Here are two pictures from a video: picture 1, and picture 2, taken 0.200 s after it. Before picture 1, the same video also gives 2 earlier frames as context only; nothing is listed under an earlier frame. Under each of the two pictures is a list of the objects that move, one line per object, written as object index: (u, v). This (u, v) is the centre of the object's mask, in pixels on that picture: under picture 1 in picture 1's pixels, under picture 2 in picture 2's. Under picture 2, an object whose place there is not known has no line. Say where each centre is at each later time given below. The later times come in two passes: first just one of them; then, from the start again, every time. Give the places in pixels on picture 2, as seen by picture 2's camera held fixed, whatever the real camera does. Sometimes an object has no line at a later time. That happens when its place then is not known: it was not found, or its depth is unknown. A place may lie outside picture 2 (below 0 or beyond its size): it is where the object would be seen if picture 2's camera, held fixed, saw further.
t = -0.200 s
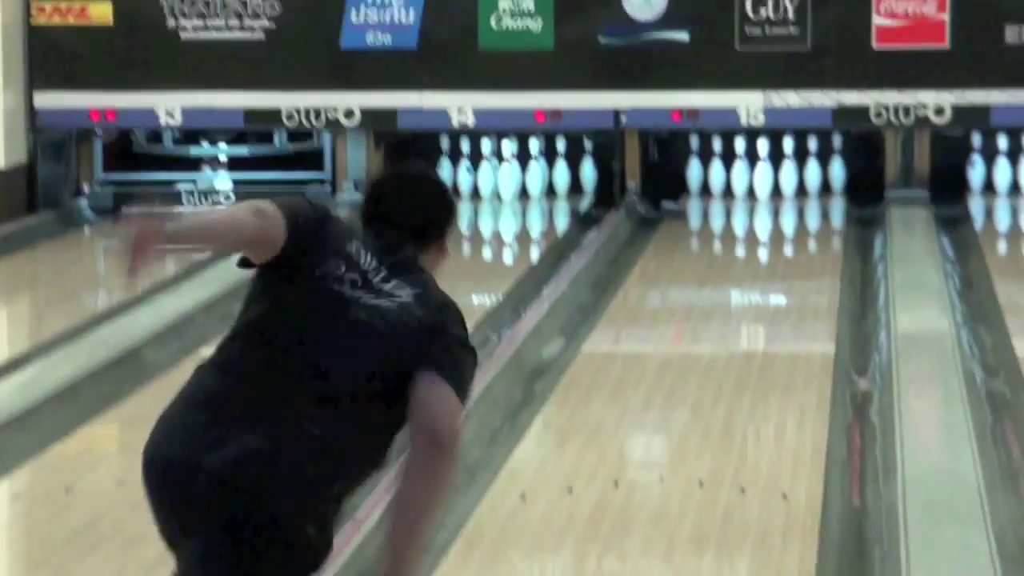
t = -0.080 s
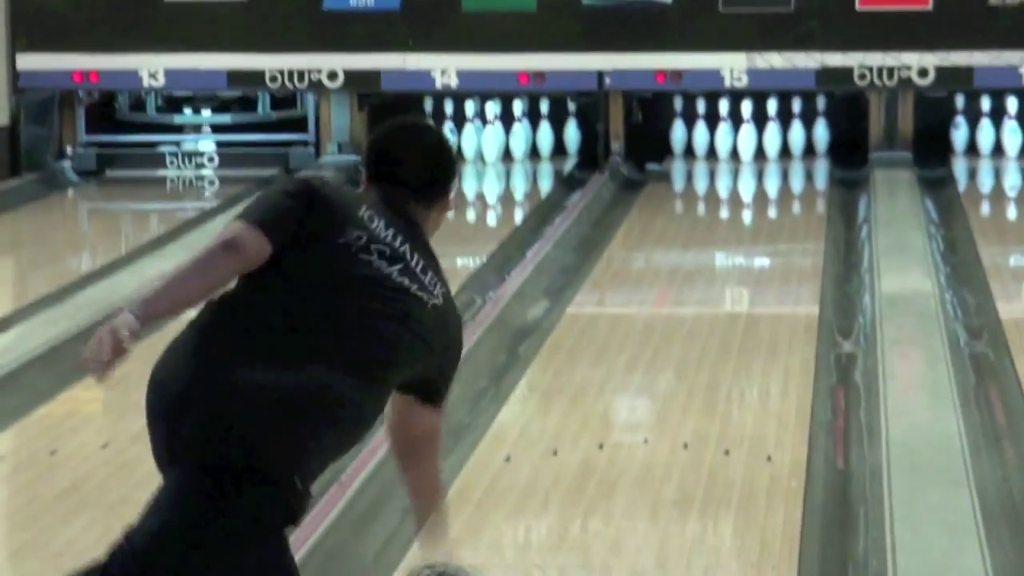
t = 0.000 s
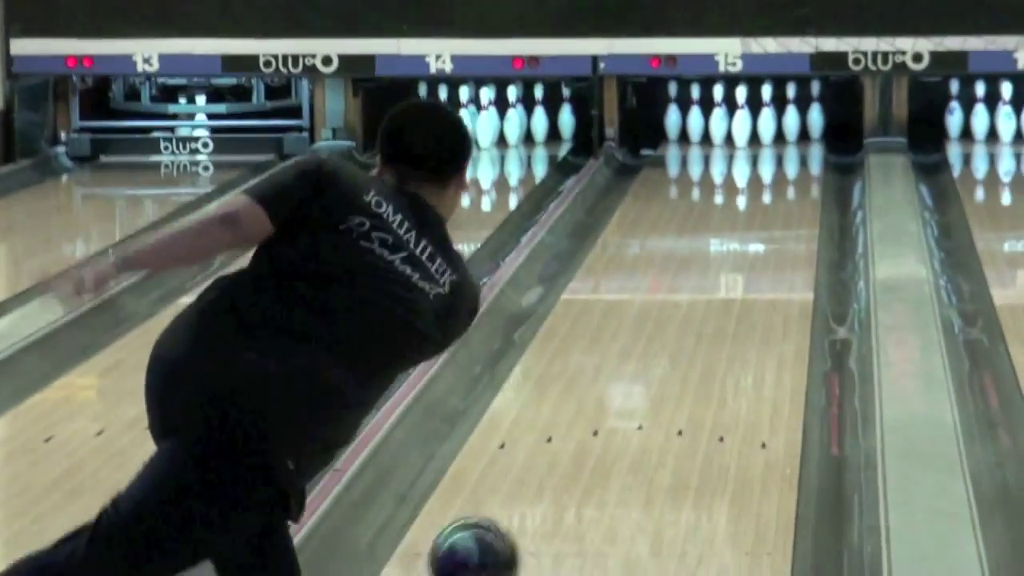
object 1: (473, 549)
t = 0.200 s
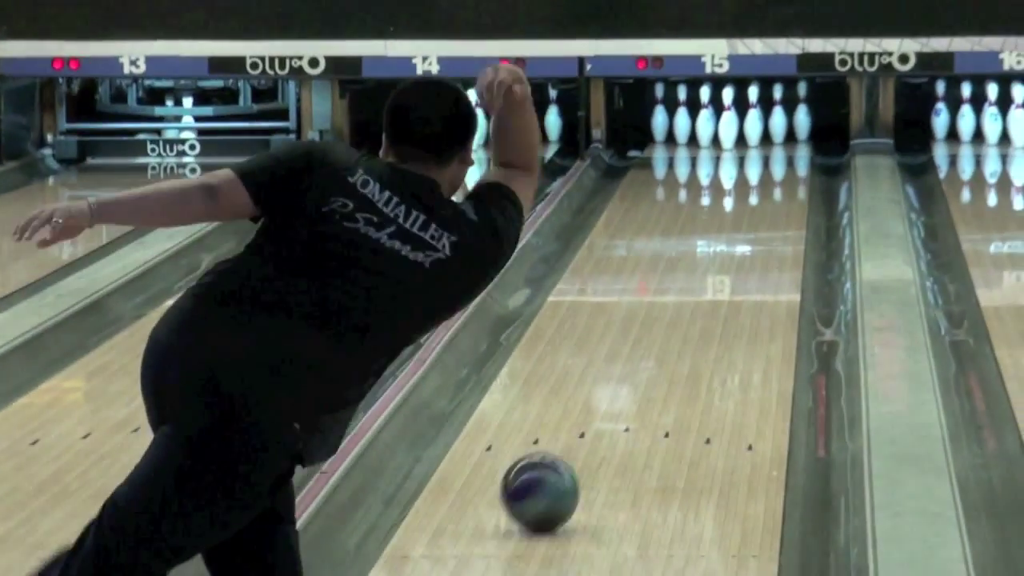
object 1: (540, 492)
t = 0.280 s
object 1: (567, 460)
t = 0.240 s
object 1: (554, 476)
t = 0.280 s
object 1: (567, 460)
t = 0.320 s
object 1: (579, 446)
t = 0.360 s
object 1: (590, 432)
